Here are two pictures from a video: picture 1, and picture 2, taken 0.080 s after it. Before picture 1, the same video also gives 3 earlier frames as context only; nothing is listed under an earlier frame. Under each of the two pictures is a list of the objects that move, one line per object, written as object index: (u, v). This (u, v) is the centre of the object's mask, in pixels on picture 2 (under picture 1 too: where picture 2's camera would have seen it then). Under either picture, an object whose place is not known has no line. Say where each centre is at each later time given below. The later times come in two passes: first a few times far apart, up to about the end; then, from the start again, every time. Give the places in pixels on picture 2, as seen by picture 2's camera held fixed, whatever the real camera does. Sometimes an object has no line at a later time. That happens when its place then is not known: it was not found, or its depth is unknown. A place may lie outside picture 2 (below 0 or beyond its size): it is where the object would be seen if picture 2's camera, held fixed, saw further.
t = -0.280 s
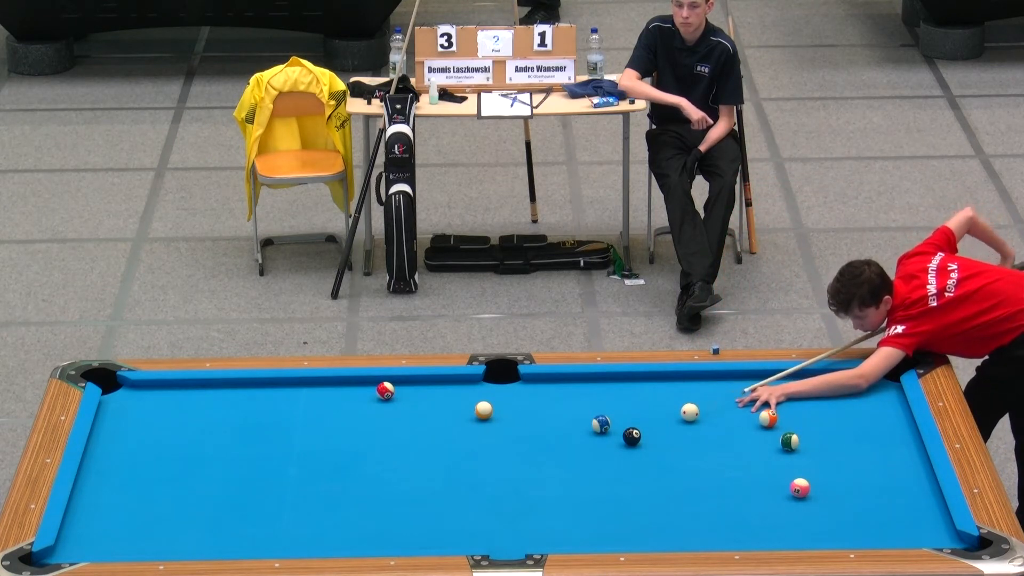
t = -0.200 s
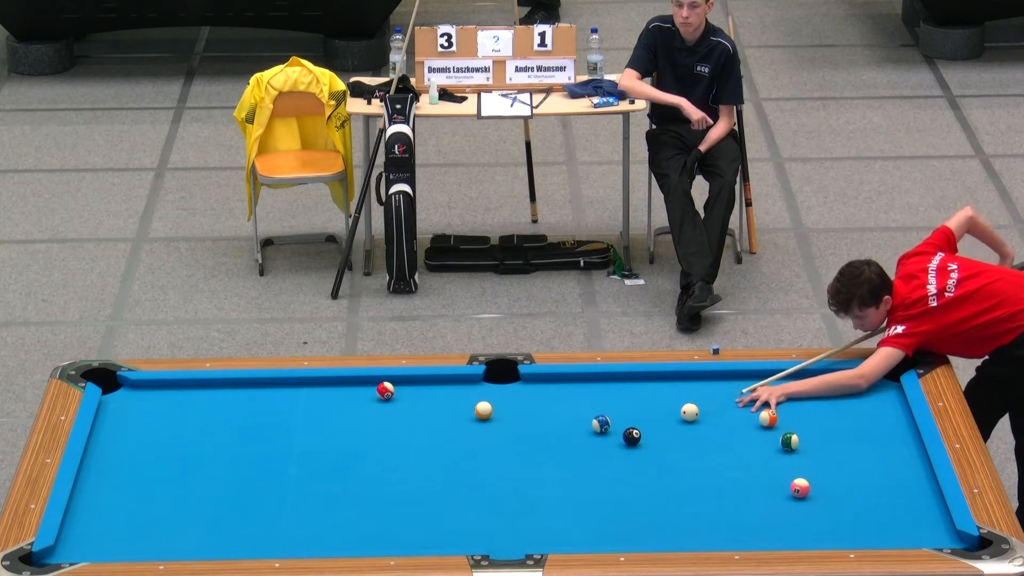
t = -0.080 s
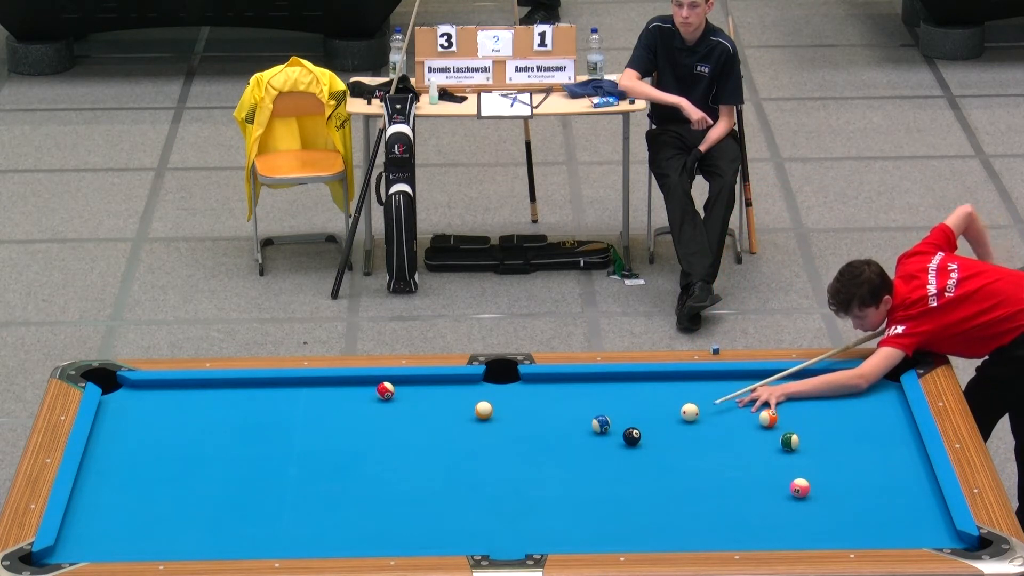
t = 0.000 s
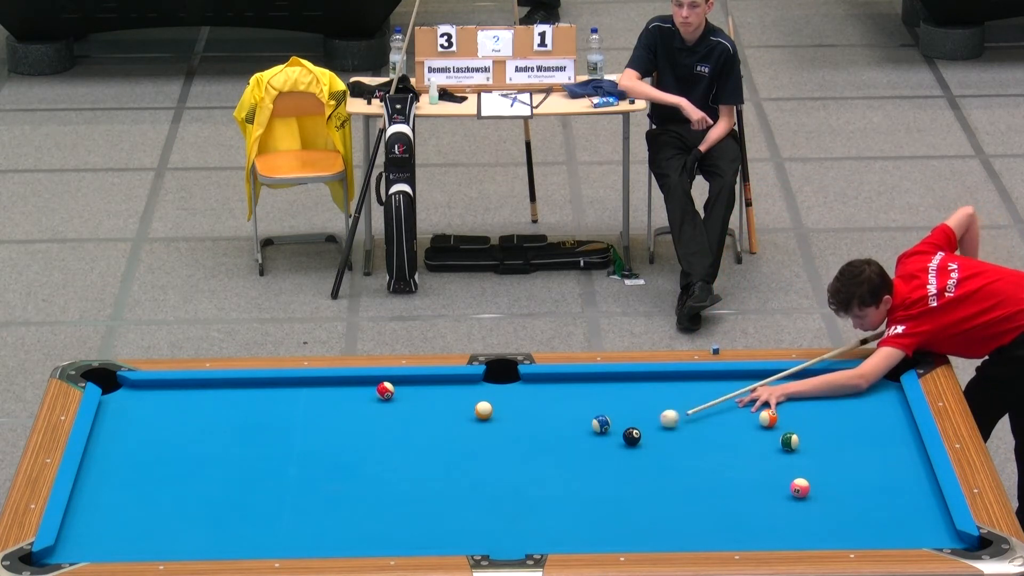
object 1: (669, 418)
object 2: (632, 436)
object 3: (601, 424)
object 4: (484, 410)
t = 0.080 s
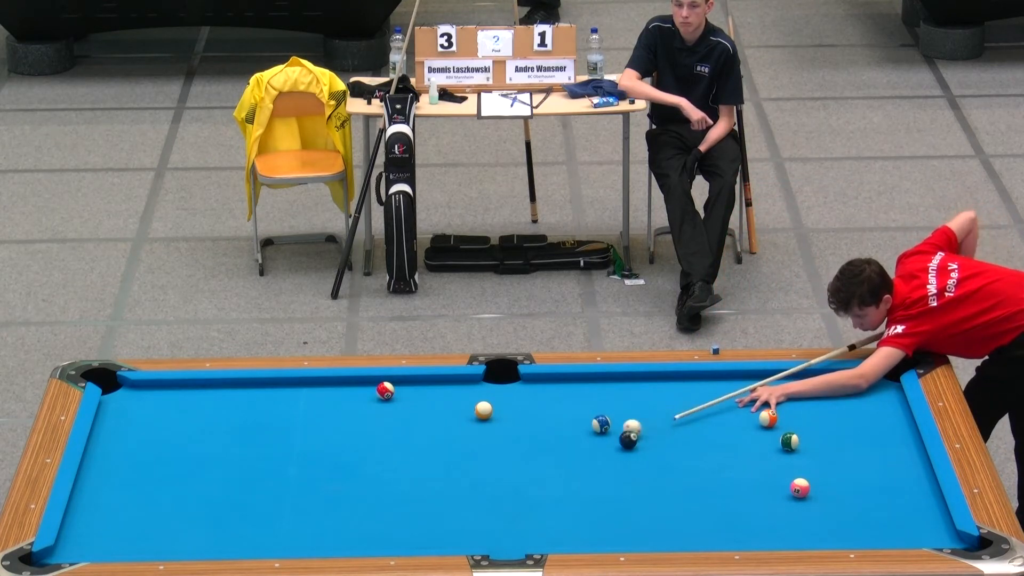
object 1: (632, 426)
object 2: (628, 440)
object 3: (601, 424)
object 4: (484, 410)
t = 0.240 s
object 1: (615, 427)
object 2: (599, 467)
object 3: (582, 422)
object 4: (484, 410)
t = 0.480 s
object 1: (608, 428)
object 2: (560, 503)
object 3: (548, 418)
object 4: (484, 410)
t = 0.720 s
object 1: (602, 429)
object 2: (522, 539)
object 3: (516, 413)
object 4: (483, 410)
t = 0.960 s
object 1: (598, 430)
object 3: (499, 410)
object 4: (473, 409)
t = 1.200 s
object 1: (596, 430)
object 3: (495, 407)
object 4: (456, 408)
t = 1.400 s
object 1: (595, 430)
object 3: (493, 407)
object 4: (443, 408)
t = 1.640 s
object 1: (595, 430)
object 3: (491, 405)
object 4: (430, 406)
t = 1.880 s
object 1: (595, 430)
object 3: (489, 404)
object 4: (417, 406)
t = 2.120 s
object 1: (595, 430)
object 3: (489, 404)
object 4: (406, 405)
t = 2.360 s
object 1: (595, 430)
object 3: (489, 403)
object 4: (398, 405)
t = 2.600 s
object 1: (595, 430)
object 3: (489, 403)
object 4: (390, 404)
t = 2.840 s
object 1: (595, 430)
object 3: (489, 403)
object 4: (384, 404)
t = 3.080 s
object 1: (595, 430)
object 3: (489, 403)
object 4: (380, 404)
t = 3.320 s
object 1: (595, 430)
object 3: (489, 403)
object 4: (378, 404)
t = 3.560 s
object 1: (595, 430)
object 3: (489, 403)
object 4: (377, 404)
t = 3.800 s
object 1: (595, 430)
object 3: (489, 403)
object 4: (377, 404)
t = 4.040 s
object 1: (595, 430)
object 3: (489, 403)
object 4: (376, 404)
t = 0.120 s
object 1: (621, 427)
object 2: (620, 447)
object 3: (601, 424)
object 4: (484, 410)
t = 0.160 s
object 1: (618, 427)
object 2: (613, 454)
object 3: (596, 423)
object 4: (484, 410)
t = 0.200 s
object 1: (616, 427)
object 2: (606, 461)
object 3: (588, 422)
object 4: (484, 410)
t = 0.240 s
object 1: (615, 427)
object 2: (599, 467)
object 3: (582, 422)
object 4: (484, 410)
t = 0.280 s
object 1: (614, 427)
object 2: (592, 473)
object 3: (576, 421)
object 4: (484, 410)
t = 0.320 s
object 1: (612, 428)
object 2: (586, 479)
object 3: (570, 420)
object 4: (484, 410)
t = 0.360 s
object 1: (612, 428)
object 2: (580, 485)
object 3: (564, 419)
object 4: (484, 410)
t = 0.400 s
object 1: (610, 428)
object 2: (573, 491)
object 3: (559, 419)
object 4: (484, 410)
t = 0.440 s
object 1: (609, 428)
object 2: (567, 497)
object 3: (553, 418)
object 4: (484, 410)
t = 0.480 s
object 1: (608, 428)
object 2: (560, 503)
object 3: (548, 418)
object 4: (484, 410)
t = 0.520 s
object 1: (607, 428)
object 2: (554, 509)
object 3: (542, 417)
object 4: (484, 410)
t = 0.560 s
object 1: (606, 428)
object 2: (548, 515)
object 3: (537, 416)
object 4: (484, 410)
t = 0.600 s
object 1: (605, 428)
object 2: (541, 521)
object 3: (532, 415)
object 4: (484, 410)
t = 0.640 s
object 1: (604, 428)
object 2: (535, 527)
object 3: (527, 414)
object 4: (483, 410)
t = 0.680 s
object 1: (603, 428)
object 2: (528, 533)
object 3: (521, 414)
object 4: (483, 410)
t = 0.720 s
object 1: (602, 429)
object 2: (522, 539)
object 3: (516, 413)
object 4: (483, 410)
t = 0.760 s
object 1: (601, 429)
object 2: (515, 545)
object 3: (511, 413)
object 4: (483, 410)
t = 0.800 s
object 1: (601, 429)
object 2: (508, 551)
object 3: (506, 412)
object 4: (483, 410)
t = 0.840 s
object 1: (600, 429)
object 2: (502, 556)
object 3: (502, 411)
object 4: (483, 410)
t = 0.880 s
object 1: (599, 429)
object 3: (501, 411)
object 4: (479, 410)
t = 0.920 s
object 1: (599, 429)
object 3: (500, 410)
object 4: (476, 410)
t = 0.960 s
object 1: (598, 430)
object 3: (499, 410)
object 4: (473, 409)
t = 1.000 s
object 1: (597, 430)
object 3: (498, 409)
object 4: (470, 409)
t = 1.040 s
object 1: (597, 430)
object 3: (498, 409)
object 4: (467, 409)
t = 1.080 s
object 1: (597, 430)
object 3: (497, 408)
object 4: (464, 409)
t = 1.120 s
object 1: (596, 430)
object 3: (496, 409)
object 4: (461, 409)
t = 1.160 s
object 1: (596, 430)
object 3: (495, 408)
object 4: (458, 409)
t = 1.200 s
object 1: (596, 430)
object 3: (495, 407)
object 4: (456, 408)
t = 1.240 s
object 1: (595, 430)
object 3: (494, 407)
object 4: (453, 408)
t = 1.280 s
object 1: (595, 430)
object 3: (494, 407)
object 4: (451, 408)
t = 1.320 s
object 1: (595, 430)
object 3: (493, 407)
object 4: (448, 408)
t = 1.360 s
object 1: (595, 430)
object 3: (493, 407)
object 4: (445, 407)
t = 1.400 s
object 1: (595, 430)
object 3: (493, 407)
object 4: (443, 408)
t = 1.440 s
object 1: (595, 430)
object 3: (492, 406)
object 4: (441, 407)
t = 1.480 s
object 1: (595, 430)
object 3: (492, 406)
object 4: (438, 407)
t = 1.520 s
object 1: (595, 430)
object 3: (492, 406)
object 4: (436, 407)
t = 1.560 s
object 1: (594, 430)
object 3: (491, 406)
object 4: (434, 407)
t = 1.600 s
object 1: (595, 430)
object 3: (491, 405)
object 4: (432, 406)
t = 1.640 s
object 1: (595, 430)
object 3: (491, 405)
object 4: (430, 406)
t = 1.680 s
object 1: (595, 430)
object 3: (490, 405)
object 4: (428, 406)
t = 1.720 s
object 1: (595, 430)
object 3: (490, 405)
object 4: (425, 406)
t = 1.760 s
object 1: (595, 430)
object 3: (490, 405)
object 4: (423, 406)
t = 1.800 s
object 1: (595, 430)
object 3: (490, 405)
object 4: (421, 406)
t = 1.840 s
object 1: (595, 430)
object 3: (489, 405)
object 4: (419, 406)
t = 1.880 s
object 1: (595, 430)
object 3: (489, 404)
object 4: (417, 406)
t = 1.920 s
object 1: (595, 430)
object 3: (489, 404)
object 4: (415, 405)
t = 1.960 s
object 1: (595, 430)
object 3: (489, 404)
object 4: (413, 405)
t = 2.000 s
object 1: (595, 430)
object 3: (489, 404)
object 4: (412, 405)
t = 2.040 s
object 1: (595, 430)
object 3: (489, 404)
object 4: (410, 405)
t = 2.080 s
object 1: (595, 430)
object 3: (489, 404)
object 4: (408, 405)
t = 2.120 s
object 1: (595, 430)
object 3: (489, 404)
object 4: (406, 405)
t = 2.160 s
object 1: (595, 430)
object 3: (489, 404)
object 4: (405, 405)
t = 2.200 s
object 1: (595, 430)
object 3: (489, 404)
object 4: (404, 405)
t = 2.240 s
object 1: (595, 430)
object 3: (489, 403)
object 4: (402, 405)
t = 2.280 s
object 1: (595, 430)
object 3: (489, 403)
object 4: (401, 405)
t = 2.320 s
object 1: (595, 430)
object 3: (489, 403)
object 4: (399, 405)
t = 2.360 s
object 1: (595, 430)
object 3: (489, 403)
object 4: (398, 405)
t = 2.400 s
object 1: (595, 430)
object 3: (489, 404)
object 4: (397, 404)
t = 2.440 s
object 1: (595, 430)
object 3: (489, 403)
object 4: (395, 404)
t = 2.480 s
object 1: (595, 430)
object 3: (489, 403)
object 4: (394, 405)
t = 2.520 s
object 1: (595, 430)
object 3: (489, 403)
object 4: (393, 405)
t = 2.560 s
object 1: (595, 430)
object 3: (489, 403)
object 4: (391, 404)
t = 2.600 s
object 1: (595, 430)
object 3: (489, 403)
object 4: (390, 404)
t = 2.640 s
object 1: (595, 430)
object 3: (489, 403)
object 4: (389, 404)
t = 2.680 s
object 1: (595, 430)
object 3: (489, 403)
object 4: (388, 404)
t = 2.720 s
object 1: (595, 430)
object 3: (489, 403)
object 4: (387, 404)
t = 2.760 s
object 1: (595, 430)
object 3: (489, 403)
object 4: (386, 404)
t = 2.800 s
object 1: (595, 430)
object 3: (489, 403)
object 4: (385, 404)
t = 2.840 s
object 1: (595, 430)
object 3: (489, 403)
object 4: (384, 404)
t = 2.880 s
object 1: (595, 430)
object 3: (489, 403)
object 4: (383, 404)
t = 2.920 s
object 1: (595, 430)
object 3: (489, 403)
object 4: (383, 404)
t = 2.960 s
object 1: (595, 430)
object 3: (489, 403)
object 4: (382, 404)
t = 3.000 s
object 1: (595, 430)
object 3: (489, 403)
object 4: (381, 404)
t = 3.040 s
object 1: (595, 430)
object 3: (489, 403)
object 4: (381, 404)
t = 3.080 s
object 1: (595, 430)
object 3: (489, 403)
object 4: (380, 404)
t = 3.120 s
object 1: (595, 430)
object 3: (489, 403)
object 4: (380, 404)
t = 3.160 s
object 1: (595, 430)
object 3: (489, 403)
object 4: (379, 404)
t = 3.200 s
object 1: (595, 430)
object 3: (489, 403)
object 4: (379, 404)
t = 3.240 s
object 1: (595, 430)
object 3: (489, 403)
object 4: (378, 404)
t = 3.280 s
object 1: (595, 430)
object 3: (489, 403)
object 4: (378, 404)
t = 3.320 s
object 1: (595, 430)
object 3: (489, 403)
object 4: (378, 404)
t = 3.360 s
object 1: (595, 430)
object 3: (489, 403)
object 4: (377, 404)
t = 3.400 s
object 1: (595, 430)
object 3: (489, 403)
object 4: (377, 405)
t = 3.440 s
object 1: (595, 430)
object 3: (489, 403)
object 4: (377, 404)
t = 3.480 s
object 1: (595, 430)
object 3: (489, 403)
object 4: (377, 405)
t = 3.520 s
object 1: (595, 430)
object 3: (489, 403)
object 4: (377, 404)
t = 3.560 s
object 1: (595, 430)
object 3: (489, 403)
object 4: (377, 404)
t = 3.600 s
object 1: (595, 430)
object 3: (489, 403)
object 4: (377, 404)
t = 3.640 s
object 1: (595, 430)
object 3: (489, 403)
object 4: (377, 404)
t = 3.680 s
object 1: (595, 430)
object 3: (489, 403)
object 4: (377, 404)
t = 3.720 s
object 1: (595, 430)
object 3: (489, 403)
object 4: (377, 404)
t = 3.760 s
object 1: (595, 430)
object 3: (489, 403)
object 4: (377, 404)
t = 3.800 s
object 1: (595, 430)
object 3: (489, 403)
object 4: (377, 404)
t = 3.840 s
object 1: (595, 430)
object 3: (489, 403)
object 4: (376, 404)
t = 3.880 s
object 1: (595, 430)
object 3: (489, 403)
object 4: (376, 404)
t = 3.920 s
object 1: (595, 430)
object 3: (489, 403)
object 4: (376, 404)
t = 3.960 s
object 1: (595, 430)
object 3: (489, 403)
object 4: (376, 404)
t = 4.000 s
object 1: (595, 430)
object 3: (489, 403)
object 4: (376, 404)
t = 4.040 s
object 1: (595, 430)
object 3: (489, 403)
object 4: (376, 404)
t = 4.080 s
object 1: (595, 430)
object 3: (489, 403)
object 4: (376, 404)
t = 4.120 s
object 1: (595, 430)
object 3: (489, 403)
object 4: (376, 404)
